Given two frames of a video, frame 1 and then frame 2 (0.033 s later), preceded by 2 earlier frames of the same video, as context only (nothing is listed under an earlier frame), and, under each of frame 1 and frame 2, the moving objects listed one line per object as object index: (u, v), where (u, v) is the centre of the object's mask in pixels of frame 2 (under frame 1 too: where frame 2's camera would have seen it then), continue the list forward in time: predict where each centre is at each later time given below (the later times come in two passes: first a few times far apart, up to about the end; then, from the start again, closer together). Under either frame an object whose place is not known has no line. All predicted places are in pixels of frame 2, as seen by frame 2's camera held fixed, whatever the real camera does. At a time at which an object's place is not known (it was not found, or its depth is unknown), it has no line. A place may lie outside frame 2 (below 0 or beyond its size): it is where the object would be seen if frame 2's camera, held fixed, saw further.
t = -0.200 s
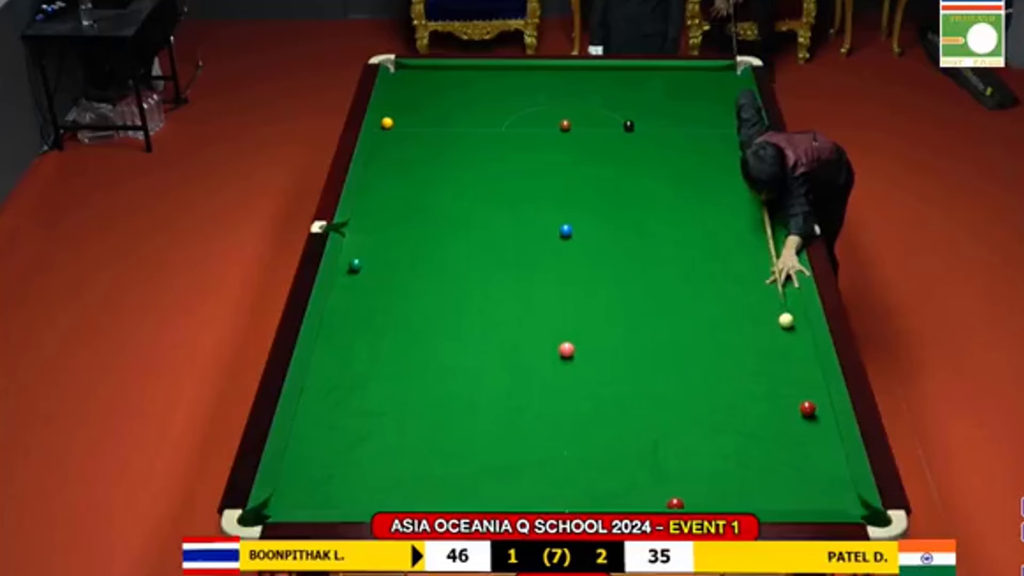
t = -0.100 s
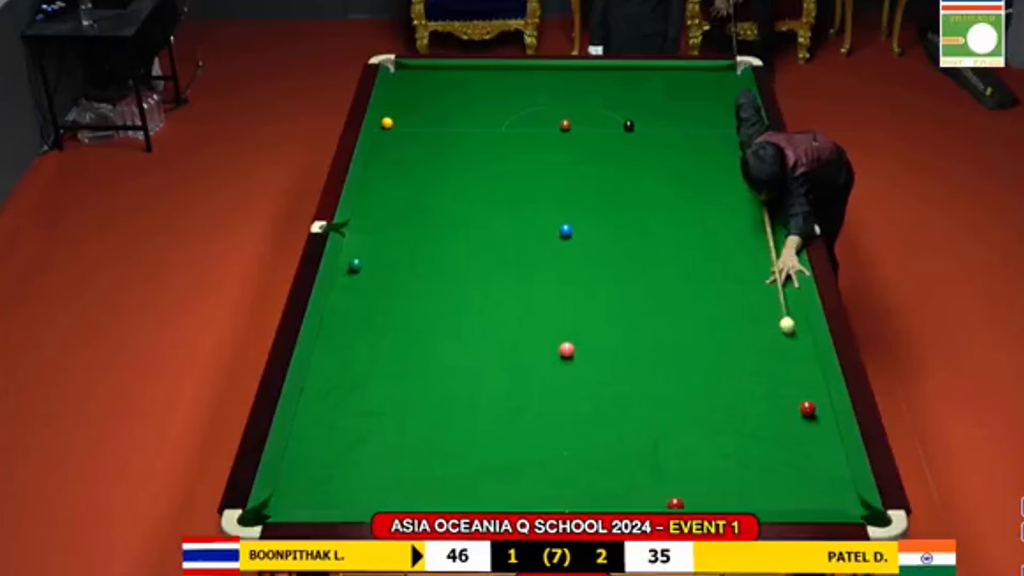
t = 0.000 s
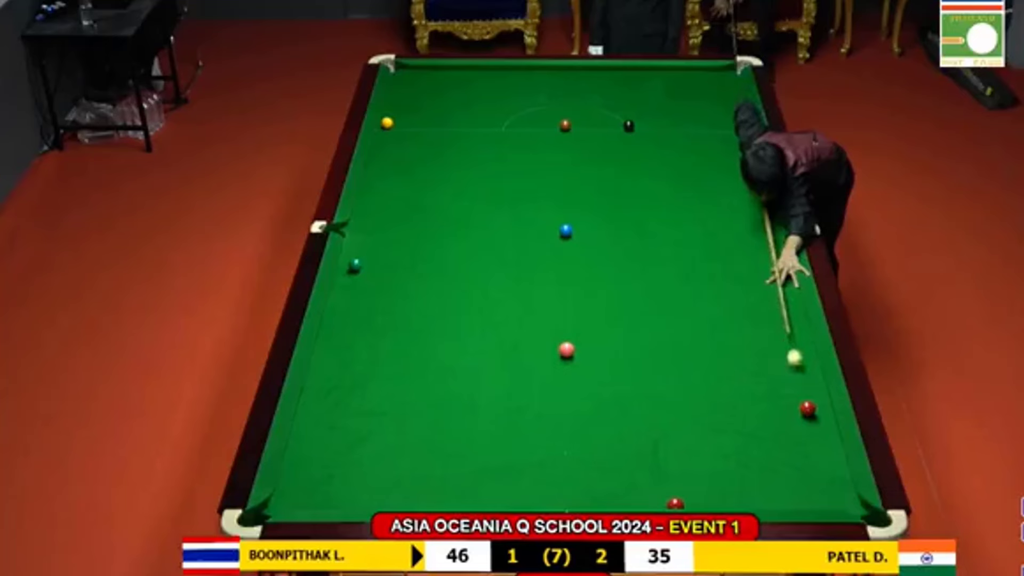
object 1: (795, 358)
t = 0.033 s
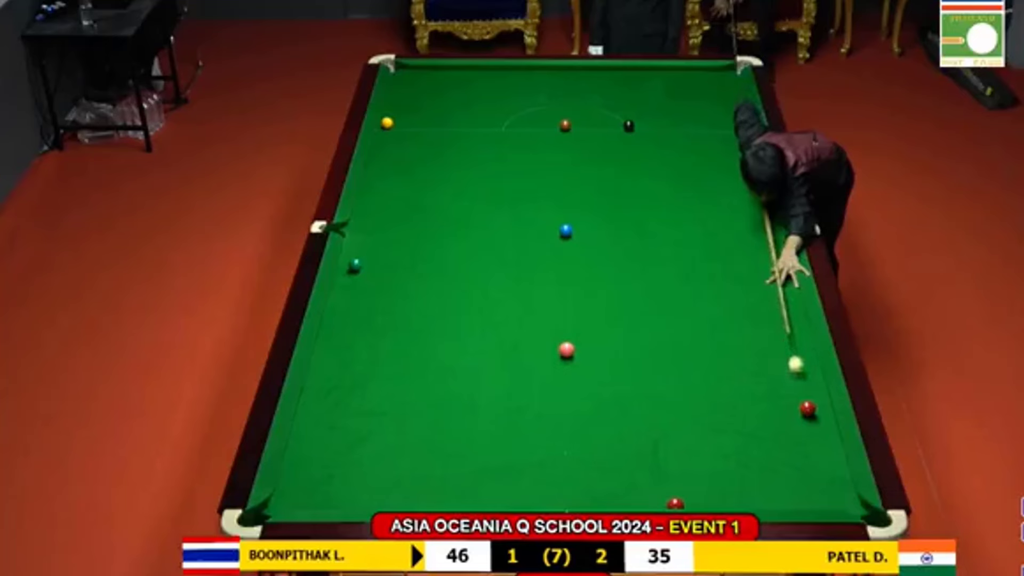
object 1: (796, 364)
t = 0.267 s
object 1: (794, 405)
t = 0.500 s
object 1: (784, 427)
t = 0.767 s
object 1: (773, 453)
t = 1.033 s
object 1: (763, 479)
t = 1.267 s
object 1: (752, 501)
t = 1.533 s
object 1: (737, 492)
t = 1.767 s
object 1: (724, 478)
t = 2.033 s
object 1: (711, 465)
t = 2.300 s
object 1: (699, 452)
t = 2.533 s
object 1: (690, 443)
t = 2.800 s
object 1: (680, 432)
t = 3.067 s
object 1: (672, 424)
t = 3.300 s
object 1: (665, 417)
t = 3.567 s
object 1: (659, 411)
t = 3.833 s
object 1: (654, 406)
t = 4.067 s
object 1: (650, 402)
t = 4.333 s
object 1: (647, 399)
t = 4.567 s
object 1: (645, 397)
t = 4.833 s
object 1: (643, 396)
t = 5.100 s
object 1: (642, 395)
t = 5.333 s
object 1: (642, 395)
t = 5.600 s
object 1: (642, 395)
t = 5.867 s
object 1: (642, 395)
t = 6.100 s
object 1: (642, 395)
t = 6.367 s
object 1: (642, 395)
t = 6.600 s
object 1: (642, 396)
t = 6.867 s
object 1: (642, 396)
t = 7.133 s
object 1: (642, 396)
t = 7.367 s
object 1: (642, 396)
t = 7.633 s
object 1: (642, 396)
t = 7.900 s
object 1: (642, 396)
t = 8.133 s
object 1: (642, 396)
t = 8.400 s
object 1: (642, 396)
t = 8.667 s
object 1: (642, 396)
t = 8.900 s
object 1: (643, 396)
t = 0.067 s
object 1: (799, 378)
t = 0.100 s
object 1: (801, 391)
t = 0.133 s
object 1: (802, 397)
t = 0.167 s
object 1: (800, 400)
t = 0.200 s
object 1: (798, 402)
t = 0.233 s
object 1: (796, 403)
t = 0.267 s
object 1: (794, 405)
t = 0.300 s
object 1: (792, 407)
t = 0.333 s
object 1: (791, 409)
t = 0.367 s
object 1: (789, 413)
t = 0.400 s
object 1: (787, 417)
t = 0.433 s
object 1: (787, 418)
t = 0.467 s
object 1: (785, 423)
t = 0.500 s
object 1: (784, 427)
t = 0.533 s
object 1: (783, 429)
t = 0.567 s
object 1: (781, 433)
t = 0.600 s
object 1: (779, 437)
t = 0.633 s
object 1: (779, 439)
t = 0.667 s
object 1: (777, 443)
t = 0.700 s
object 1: (776, 447)
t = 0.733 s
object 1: (775, 449)
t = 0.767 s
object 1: (773, 453)
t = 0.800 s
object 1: (771, 457)
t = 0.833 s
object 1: (771, 459)
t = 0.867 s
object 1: (769, 463)
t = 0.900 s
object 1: (767, 467)
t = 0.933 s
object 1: (767, 469)
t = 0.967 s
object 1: (765, 473)
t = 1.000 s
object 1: (763, 477)
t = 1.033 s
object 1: (763, 479)
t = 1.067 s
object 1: (761, 483)
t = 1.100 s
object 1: (759, 487)
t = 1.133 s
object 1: (759, 489)
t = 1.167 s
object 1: (757, 493)
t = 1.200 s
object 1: (755, 497)
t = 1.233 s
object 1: (754, 499)
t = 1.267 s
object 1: (752, 501)
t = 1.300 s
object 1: (751, 504)
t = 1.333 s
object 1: (749, 503)
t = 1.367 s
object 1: (747, 501)
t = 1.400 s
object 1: (744, 498)
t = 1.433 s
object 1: (743, 497)
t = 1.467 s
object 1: (741, 495)
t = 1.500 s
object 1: (739, 493)
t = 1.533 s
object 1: (737, 492)
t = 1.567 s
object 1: (735, 489)
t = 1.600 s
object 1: (733, 487)
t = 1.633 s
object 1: (732, 486)
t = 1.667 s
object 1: (730, 484)
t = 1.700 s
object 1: (727, 481)
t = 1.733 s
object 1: (726, 480)
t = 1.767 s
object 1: (724, 478)
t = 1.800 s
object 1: (722, 476)
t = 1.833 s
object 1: (721, 475)
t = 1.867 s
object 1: (719, 473)
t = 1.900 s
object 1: (717, 471)
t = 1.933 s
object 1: (716, 470)
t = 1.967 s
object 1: (714, 468)
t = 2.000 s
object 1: (712, 465)
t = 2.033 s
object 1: (711, 465)
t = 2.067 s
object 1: (709, 463)
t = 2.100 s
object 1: (707, 461)
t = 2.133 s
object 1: (707, 460)
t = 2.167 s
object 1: (705, 458)
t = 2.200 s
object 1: (703, 456)
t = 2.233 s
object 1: (702, 455)
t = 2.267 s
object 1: (701, 453)
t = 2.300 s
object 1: (699, 452)
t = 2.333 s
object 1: (698, 451)
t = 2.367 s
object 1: (696, 449)
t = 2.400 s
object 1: (695, 448)
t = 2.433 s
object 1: (694, 447)
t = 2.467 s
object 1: (692, 445)
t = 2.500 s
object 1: (691, 443)
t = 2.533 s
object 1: (690, 443)
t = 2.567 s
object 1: (689, 441)
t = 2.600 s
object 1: (687, 439)
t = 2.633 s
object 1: (686, 438)
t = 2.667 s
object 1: (685, 437)
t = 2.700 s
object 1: (684, 436)
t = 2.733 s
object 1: (683, 435)
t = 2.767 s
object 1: (681, 434)
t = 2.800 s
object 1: (680, 432)
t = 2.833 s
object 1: (679, 431)
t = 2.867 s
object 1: (678, 430)
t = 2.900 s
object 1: (677, 429)
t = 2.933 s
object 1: (676, 428)
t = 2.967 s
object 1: (675, 427)
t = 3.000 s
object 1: (674, 426)
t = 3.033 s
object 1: (673, 425)
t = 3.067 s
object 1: (672, 424)
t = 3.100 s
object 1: (671, 423)
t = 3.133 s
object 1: (670, 422)
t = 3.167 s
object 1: (669, 421)
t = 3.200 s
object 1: (668, 420)
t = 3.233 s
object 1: (667, 419)
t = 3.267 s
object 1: (666, 418)
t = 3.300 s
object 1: (665, 417)
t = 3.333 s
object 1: (664, 417)
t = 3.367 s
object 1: (664, 416)
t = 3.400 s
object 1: (663, 415)
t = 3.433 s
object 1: (662, 414)
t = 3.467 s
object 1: (661, 413)
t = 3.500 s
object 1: (660, 413)
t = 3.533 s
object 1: (660, 412)
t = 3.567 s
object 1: (659, 411)
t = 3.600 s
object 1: (658, 410)
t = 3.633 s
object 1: (657, 410)
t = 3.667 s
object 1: (657, 409)
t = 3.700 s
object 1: (656, 408)
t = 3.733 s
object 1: (656, 408)
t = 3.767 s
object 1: (655, 407)
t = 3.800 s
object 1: (654, 406)
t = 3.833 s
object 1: (654, 406)
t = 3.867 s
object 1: (653, 405)
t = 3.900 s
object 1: (652, 404)
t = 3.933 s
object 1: (652, 404)
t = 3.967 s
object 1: (652, 404)
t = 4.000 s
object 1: (651, 403)
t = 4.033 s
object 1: (651, 403)
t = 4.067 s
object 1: (650, 402)
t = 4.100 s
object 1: (650, 402)
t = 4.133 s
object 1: (649, 401)
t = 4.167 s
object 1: (649, 401)
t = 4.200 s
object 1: (648, 401)
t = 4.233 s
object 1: (648, 400)
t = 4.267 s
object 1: (648, 400)
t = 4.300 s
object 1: (647, 399)
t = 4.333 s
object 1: (647, 399)
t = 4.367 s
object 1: (646, 399)
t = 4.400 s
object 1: (646, 398)
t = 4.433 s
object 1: (645, 398)
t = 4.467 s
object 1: (645, 398)
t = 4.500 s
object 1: (645, 397)
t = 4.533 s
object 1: (645, 397)
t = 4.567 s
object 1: (645, 397)
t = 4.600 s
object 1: (644, 397)
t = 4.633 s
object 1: (644, 397)
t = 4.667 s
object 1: (644, 397)
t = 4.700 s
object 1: (643, 396)
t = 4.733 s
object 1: (643, 396)
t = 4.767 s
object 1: (643, 396)
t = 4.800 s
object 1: (643, 396)
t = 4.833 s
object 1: (643, 396)
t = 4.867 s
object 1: (643, 396)
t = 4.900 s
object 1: (643, 396)
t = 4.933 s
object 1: (643, 396)
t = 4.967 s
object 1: (643, 395)
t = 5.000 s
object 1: (643, 395)
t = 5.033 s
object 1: (643, 395)
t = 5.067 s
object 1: (643, 395)
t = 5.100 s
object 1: (642, 395)
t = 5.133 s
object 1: (642, 395)
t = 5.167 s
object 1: (642, 395)
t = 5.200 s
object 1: (642, 395)
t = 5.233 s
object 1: (642, 395)
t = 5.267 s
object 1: (642, 395)
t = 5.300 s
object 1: (642, 395)
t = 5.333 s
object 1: (642, 395)
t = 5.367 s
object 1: (642, 395)
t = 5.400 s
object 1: (642, 395)
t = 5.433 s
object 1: (642, 395)
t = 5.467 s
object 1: (642, 395)
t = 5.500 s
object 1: (642, 395)
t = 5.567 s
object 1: (642, 395)
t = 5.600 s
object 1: (642, 395)
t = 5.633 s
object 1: (643, 395)
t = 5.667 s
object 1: (642, 395)
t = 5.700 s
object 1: (642, 395)
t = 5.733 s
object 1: (642, 395)
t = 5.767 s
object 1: (642, 395)
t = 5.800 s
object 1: (642, 395)
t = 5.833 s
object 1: (642, 395)
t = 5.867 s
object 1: (642, 395)
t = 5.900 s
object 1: (642, 395)
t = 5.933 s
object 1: (642, 395)
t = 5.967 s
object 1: (642, 395)
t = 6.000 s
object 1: (642, 395)
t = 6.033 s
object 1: (642, 395)
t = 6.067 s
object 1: (642, 395)
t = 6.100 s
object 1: (642, 395)
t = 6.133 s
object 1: (642, 395)
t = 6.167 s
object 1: (642, 395)
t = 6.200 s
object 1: (642, 395)
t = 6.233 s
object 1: (642, 395)
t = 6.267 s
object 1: (642, 395)
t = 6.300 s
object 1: (642, 395)
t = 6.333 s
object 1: (642, 395)
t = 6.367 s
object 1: (642, 395)
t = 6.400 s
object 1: (642, 395)
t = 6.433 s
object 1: (643, 395)
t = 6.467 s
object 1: (642, 395)
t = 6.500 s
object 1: (642, 395)
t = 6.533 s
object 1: (642, 395)
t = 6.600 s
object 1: (642, 396)
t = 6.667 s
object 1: (642, 396)
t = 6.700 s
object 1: (642, 396)
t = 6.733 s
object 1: (642, 396)
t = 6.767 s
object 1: (642, 396)
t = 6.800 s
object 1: (642, 396)
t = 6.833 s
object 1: (642, 396)
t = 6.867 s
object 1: (642, 396)
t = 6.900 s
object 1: (642, 396)
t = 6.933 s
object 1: (642, 396)
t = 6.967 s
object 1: (642, 396)
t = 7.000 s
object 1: (642, 396)
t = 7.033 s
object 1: (642, 396)
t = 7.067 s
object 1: (642, 396)
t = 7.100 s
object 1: (642, 396)
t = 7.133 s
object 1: (642, 396)
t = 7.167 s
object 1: (642, 396)
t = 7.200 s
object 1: (642, 396)
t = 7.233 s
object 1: (642, 396)
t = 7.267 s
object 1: (642, 396)
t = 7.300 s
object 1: (642, 396)
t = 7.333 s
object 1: (642, 396)
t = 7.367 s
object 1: (642, 396)
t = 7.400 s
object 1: (642, 396)
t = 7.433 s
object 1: (642, 396)
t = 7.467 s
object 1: (642, 396)
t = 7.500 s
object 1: (642, 396)
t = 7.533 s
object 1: (642, 396)
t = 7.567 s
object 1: (642, 396)
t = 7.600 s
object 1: (642, 396)
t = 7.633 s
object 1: (642, 396)
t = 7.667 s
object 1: (642, 396)
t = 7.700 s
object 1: (642, 396)
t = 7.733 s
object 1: (642, 396)
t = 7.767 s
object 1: (642, 396)
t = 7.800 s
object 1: (642, 396)
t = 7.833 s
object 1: (642, 396)
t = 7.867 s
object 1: (642, 396)
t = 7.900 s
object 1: (642, 396)
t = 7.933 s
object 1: (642, 396)
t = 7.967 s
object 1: (642, 396)
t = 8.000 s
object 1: (642, 396)
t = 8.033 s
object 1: (642, 396)
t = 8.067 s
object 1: (642, 396)
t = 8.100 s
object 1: (642, 396)
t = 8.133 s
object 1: (642, 396)
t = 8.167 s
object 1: (642, 396)
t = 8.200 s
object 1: (642, 396)
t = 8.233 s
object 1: (642, 396)
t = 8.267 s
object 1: (642, 396)
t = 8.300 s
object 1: (642, 396)
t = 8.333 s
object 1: (642, 396)
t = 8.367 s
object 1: (642, 396)
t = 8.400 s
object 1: (642, 396)
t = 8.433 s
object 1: (642, 396)
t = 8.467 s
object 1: (642, 396)
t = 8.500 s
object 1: (642, 396)
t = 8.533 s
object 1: (642, 396)
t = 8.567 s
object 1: (642, 396)
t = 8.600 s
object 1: (642, 396)
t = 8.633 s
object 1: (642, 396)
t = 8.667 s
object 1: (642, 396)
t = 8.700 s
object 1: (642, 396)
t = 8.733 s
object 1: (642, 396)
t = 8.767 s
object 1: (643, 396)
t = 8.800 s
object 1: (642, 396)
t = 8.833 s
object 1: (642, 396)
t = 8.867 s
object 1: (643, 396)
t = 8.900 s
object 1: (643, 396)
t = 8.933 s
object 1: (643, 396)
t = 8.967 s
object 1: (642, 396)
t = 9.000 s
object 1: (643, 396)
